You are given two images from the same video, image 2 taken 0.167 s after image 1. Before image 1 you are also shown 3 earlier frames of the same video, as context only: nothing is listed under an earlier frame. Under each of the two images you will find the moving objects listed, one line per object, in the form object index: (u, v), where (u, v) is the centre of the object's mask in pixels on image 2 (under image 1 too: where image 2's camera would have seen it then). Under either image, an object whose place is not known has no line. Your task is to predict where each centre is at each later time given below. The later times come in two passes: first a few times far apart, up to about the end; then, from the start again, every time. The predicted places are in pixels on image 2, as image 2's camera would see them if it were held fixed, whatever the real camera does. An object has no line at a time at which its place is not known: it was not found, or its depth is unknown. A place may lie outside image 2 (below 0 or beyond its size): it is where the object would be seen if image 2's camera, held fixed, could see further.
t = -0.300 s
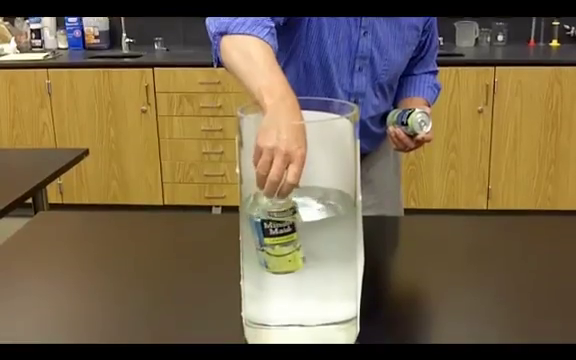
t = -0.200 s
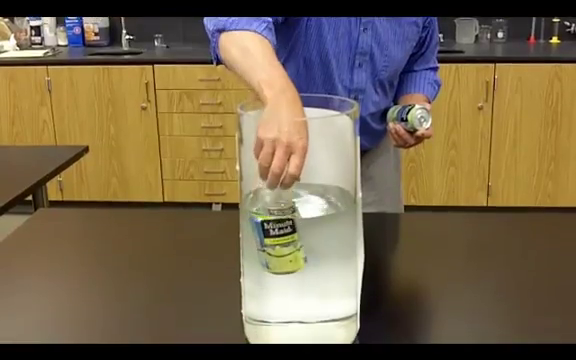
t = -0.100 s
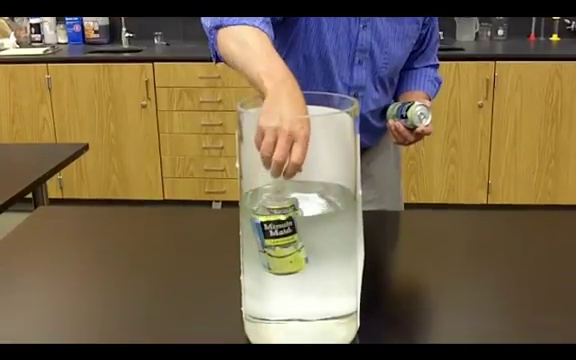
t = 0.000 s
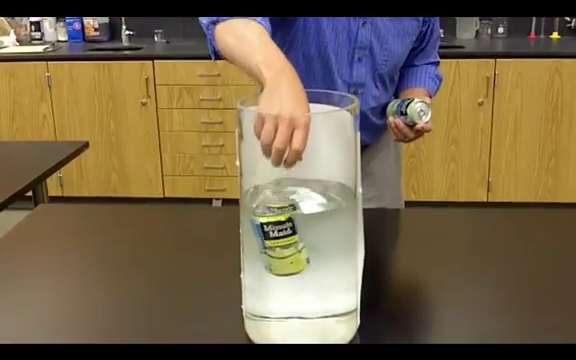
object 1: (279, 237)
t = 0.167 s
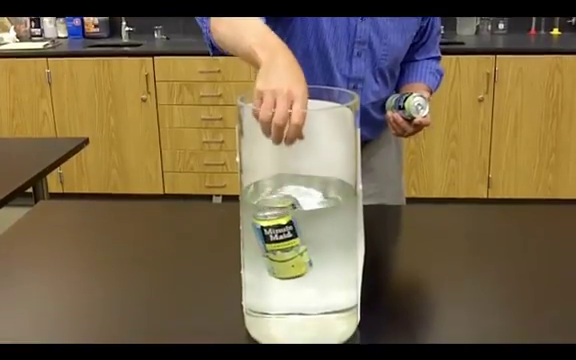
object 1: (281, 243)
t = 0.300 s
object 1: (283, 251)
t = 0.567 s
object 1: (286, 266)
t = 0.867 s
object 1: (291, 287)
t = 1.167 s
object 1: (292, 294)
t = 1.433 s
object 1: (288, 286)
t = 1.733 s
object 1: (285, 283)
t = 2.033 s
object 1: (283, 285)
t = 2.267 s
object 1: (282, 291)
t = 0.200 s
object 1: (281, 245)
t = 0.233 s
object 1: (282, 248)
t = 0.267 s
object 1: (282, 249)
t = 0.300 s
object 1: (283, 251)
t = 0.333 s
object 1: (283, 253)
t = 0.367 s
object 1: (284, 255)
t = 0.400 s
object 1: (284, 257)
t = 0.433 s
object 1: (285, 258)
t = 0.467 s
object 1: (285, 261)
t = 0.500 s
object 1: (286, 262)
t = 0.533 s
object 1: (286, 264)
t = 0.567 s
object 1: (286, 266)
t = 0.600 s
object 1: (287, 269)
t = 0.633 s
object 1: (287, 271)
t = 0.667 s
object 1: (288, 273)
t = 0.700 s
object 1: (288, 275)
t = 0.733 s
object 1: (289, 277)
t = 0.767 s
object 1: (289, 280)
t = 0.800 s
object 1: (290, 282)
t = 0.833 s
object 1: (290, 285)
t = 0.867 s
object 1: (291, 287)
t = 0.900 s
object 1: (291, 289)
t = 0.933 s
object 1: (292, 292)
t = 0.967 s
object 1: (293, 294)
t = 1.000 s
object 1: (293, 297)
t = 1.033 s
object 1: (294, 299)
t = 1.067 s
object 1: (294, 298)
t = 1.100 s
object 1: (293, 297)
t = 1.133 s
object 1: (292, 295)
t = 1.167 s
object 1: (292, 294)
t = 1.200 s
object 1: (292, 293)
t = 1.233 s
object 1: (291, 291)
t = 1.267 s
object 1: (291, 290)
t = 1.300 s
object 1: (290, 289)
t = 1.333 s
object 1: (290, 288)
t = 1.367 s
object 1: (289, 287)
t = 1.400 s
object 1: (289, 287)
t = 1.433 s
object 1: (288, 286)
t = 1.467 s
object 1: (288, 285)
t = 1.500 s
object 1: (287, 285)
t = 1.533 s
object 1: (287, 284)
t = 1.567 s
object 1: (287, 284)
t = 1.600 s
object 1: (286, 284)
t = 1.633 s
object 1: (286, 283)
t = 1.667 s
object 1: (286, 283)
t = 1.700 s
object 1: (285, 283)
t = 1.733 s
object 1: (285, 283)
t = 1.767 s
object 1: (285, 283)
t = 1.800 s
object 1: (284, 283)
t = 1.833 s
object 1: (284, 283)
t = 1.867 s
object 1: (284, 283)
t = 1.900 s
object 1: (284, 283)
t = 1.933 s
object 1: (283, 283)
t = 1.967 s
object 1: (283, 284)
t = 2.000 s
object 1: (283, 284)
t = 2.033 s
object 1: (283, 285)
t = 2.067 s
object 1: (283, 286)
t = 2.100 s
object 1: (282, 286)
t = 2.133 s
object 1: (282, 287)
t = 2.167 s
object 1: (282, 288)
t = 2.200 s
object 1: (282, 289)
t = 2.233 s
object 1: (282, 289)
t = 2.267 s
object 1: (282, 291)
